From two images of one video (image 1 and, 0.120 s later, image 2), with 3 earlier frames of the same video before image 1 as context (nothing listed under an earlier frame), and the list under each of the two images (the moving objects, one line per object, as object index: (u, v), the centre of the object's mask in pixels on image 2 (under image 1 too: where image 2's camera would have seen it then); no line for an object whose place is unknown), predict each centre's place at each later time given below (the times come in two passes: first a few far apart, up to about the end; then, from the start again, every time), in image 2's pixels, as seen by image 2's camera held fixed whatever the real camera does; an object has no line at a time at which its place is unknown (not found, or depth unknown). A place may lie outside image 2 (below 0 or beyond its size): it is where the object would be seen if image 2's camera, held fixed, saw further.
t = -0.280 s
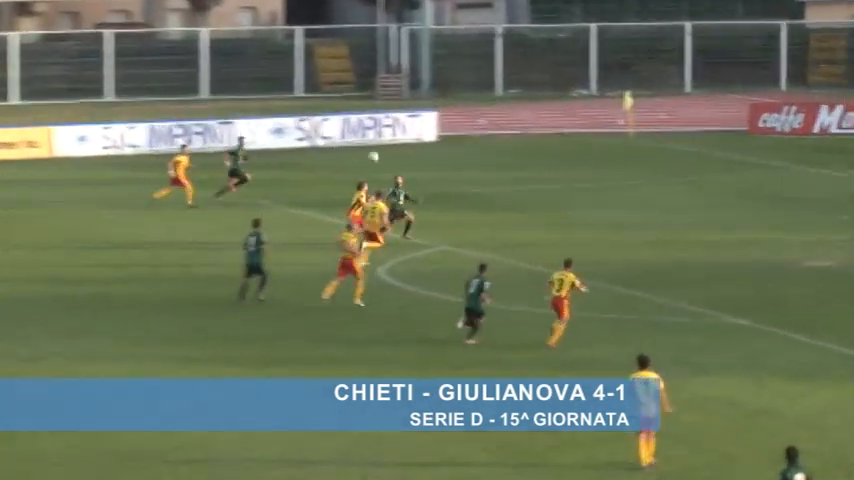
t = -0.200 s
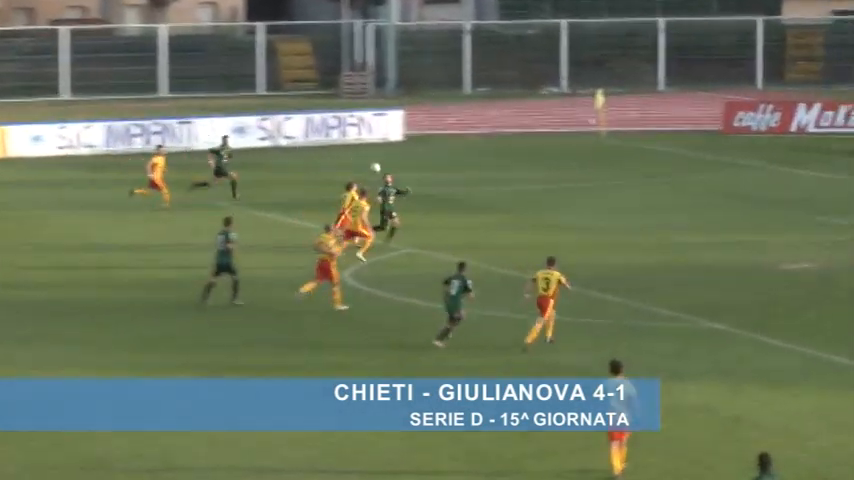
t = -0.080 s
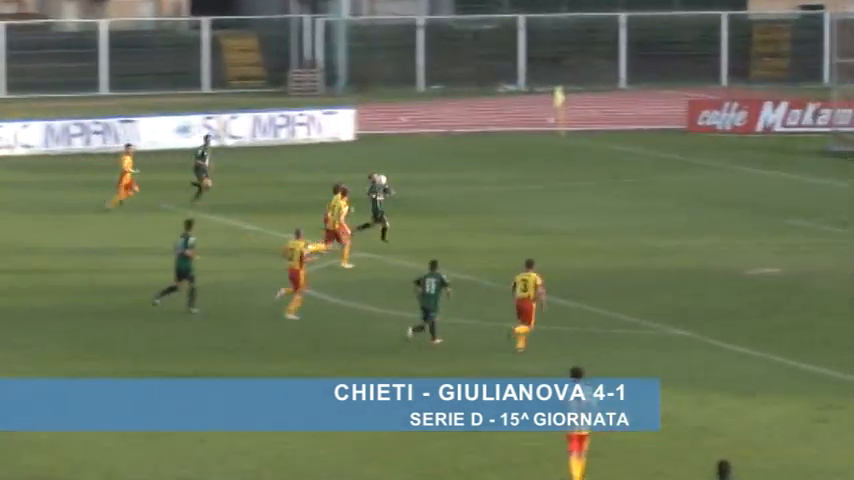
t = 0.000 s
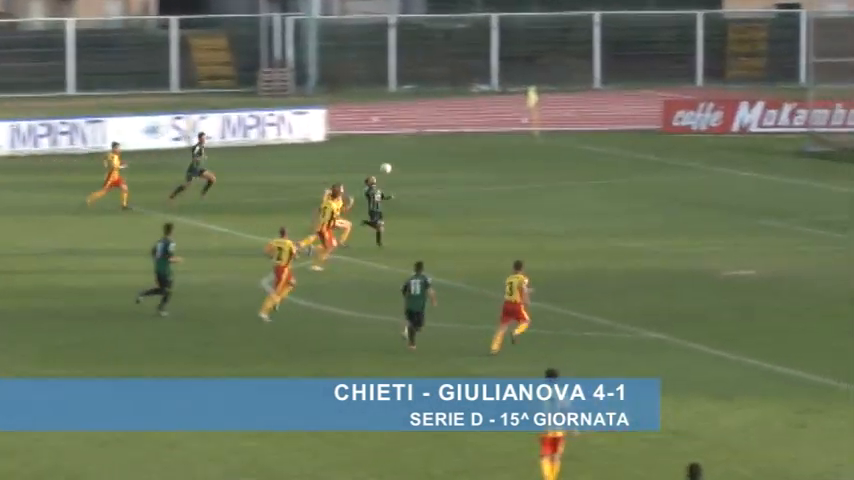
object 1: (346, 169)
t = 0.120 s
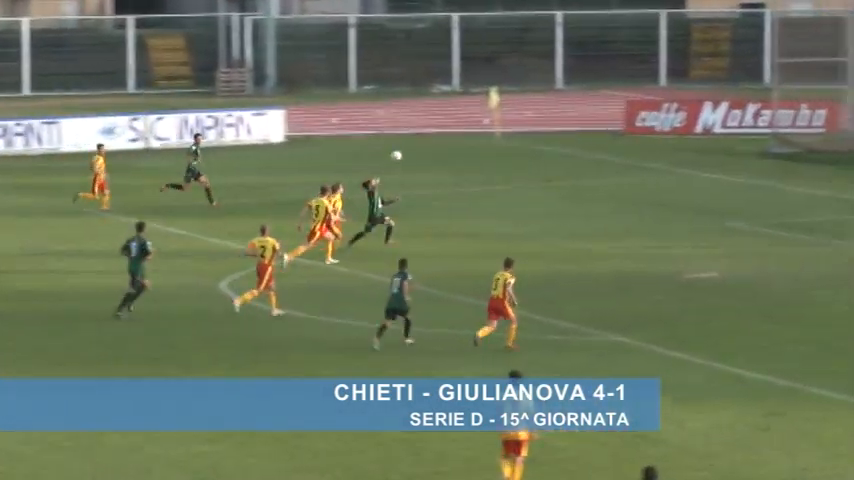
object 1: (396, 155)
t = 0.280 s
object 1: (462, 147)
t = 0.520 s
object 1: (559, 155)
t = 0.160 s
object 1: (412, 152)
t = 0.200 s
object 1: (428, 149)
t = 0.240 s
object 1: (446, 147)
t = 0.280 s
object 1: (462, 147)
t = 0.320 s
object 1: (478, 146)
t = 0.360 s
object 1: (494, 147)
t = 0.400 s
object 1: (511, 148)
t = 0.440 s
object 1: (527, 150)
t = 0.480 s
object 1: (543, 152)
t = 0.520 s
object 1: (559, 155)
